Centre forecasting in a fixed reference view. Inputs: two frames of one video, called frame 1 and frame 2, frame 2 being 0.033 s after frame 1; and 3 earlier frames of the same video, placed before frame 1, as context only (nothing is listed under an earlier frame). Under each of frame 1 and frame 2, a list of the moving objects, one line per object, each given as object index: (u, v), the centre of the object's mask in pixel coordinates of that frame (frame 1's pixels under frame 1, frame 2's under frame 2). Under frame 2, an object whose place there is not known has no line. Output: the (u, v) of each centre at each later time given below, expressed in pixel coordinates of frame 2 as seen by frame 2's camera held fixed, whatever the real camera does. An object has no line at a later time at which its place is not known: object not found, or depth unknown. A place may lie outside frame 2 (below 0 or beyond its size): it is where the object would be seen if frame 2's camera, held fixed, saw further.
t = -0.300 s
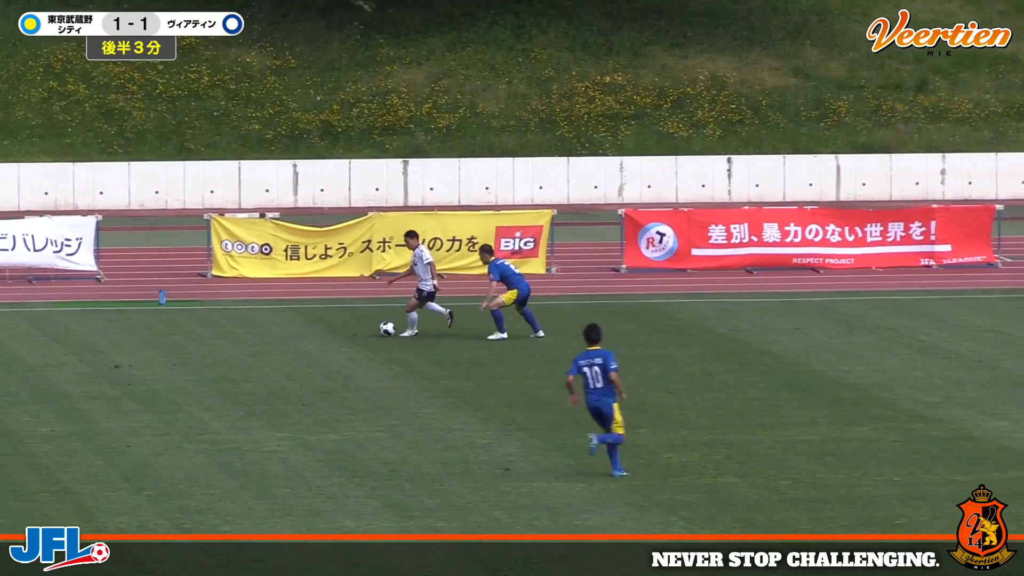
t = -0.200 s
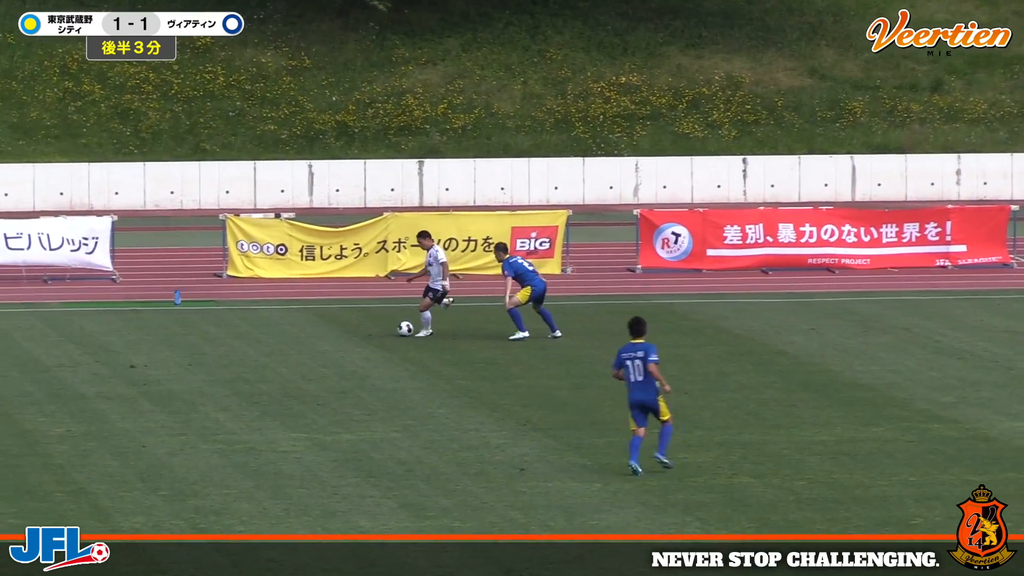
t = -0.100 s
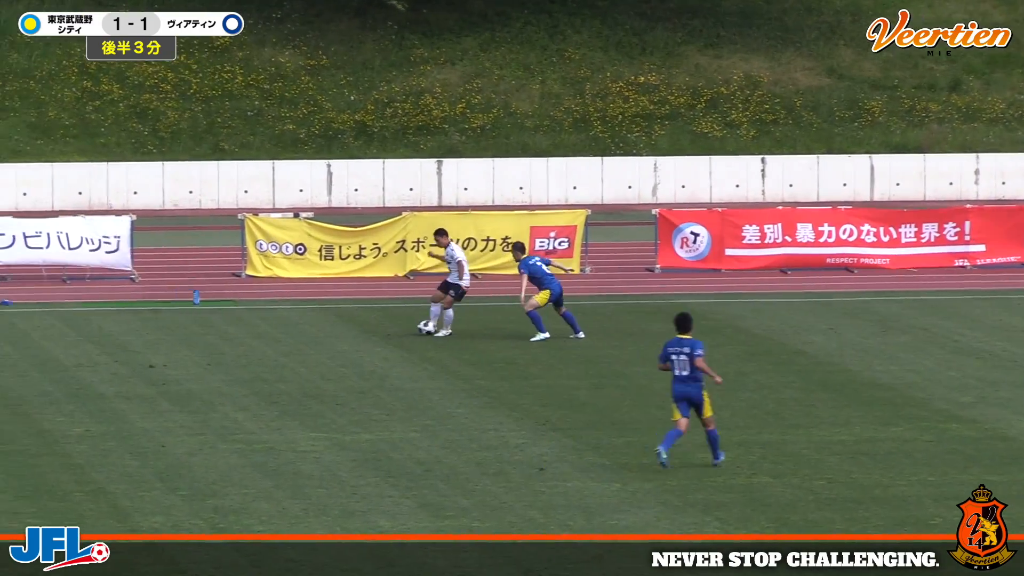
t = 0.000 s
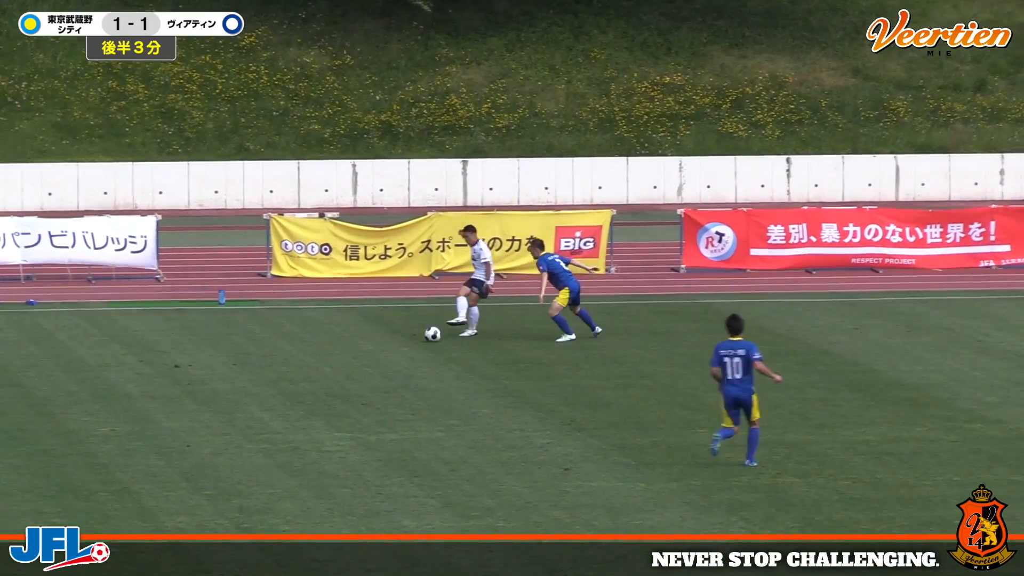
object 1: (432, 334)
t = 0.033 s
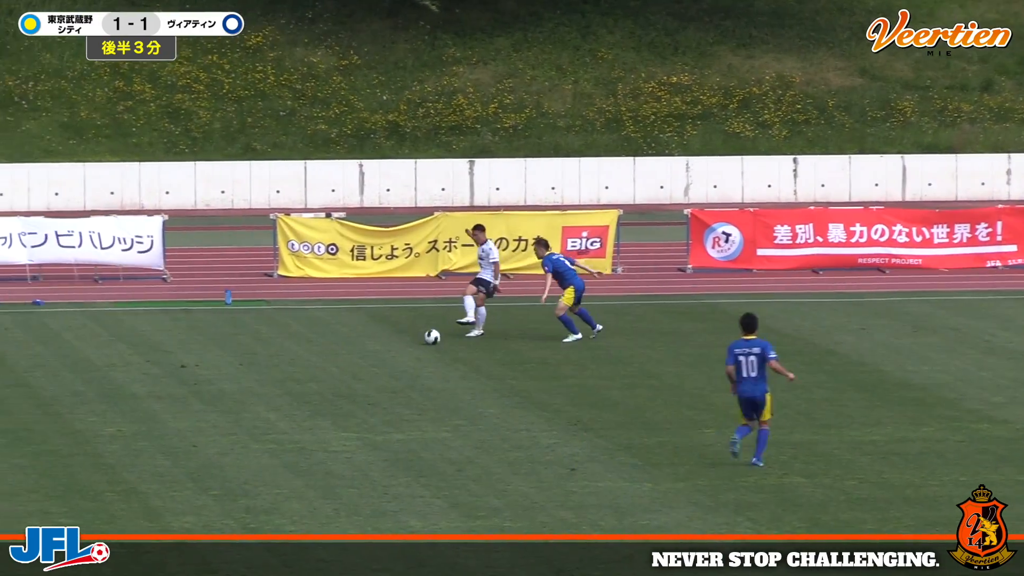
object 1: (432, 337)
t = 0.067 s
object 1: (426, 339)
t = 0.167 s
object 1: (412, 345)
